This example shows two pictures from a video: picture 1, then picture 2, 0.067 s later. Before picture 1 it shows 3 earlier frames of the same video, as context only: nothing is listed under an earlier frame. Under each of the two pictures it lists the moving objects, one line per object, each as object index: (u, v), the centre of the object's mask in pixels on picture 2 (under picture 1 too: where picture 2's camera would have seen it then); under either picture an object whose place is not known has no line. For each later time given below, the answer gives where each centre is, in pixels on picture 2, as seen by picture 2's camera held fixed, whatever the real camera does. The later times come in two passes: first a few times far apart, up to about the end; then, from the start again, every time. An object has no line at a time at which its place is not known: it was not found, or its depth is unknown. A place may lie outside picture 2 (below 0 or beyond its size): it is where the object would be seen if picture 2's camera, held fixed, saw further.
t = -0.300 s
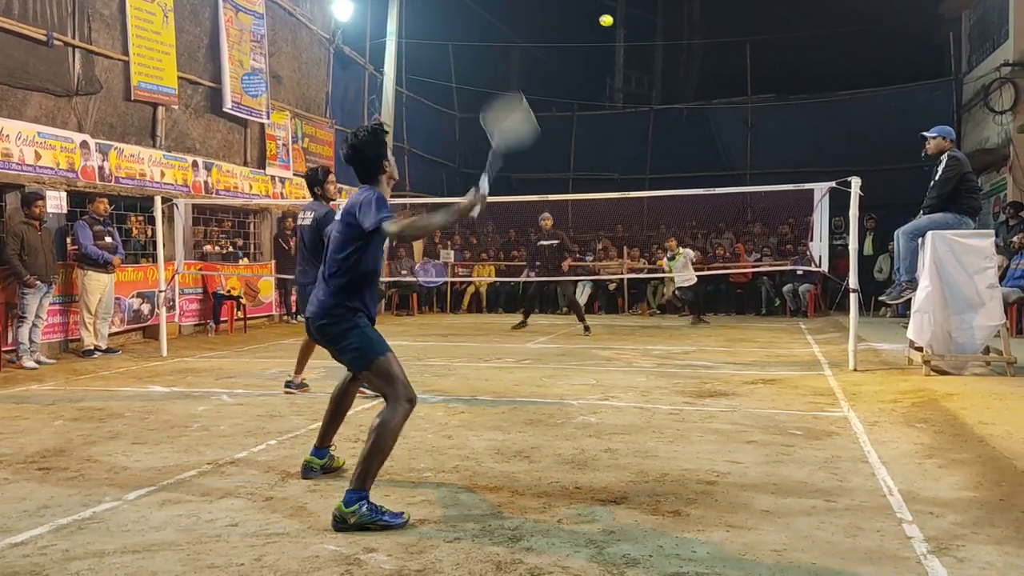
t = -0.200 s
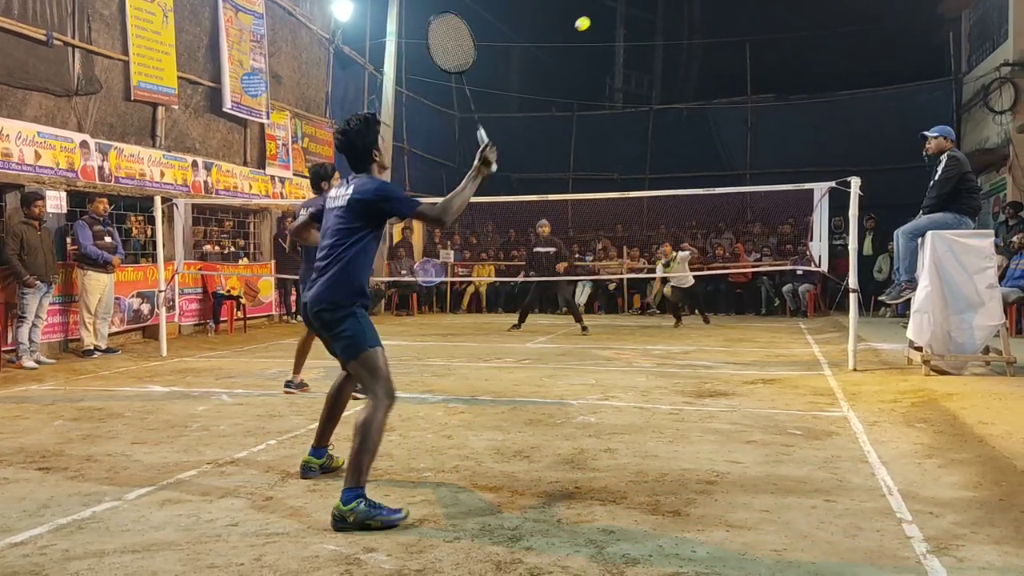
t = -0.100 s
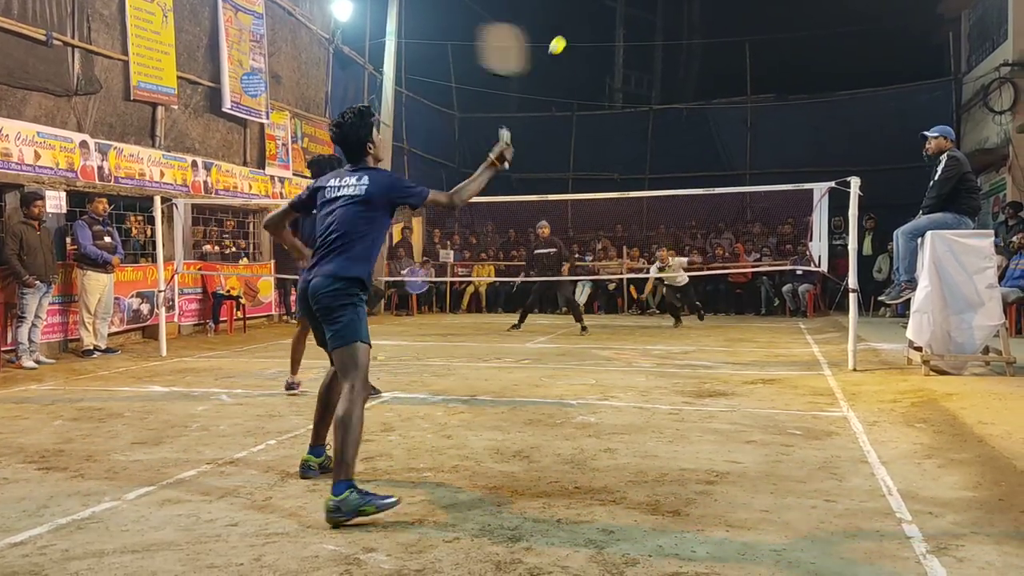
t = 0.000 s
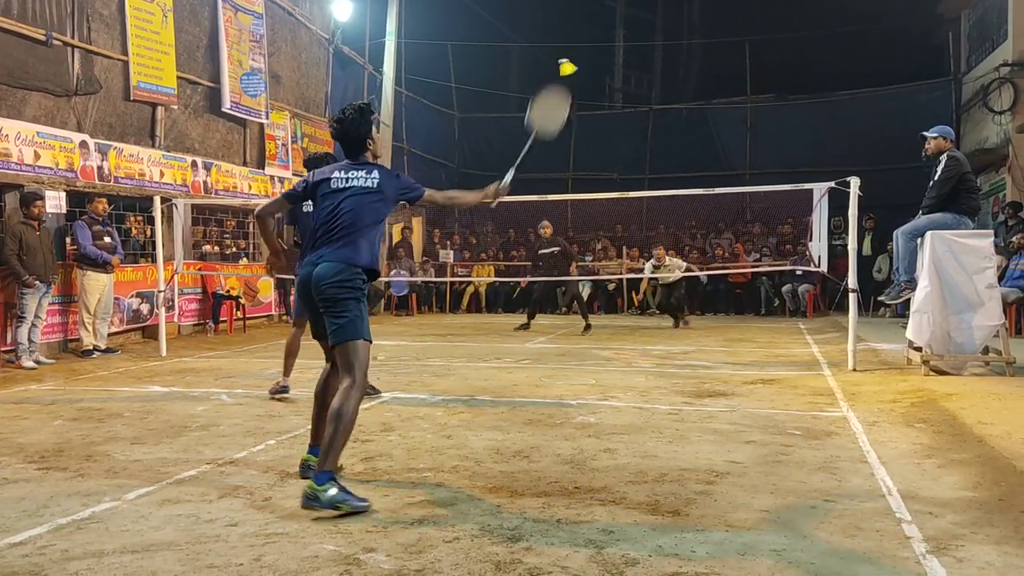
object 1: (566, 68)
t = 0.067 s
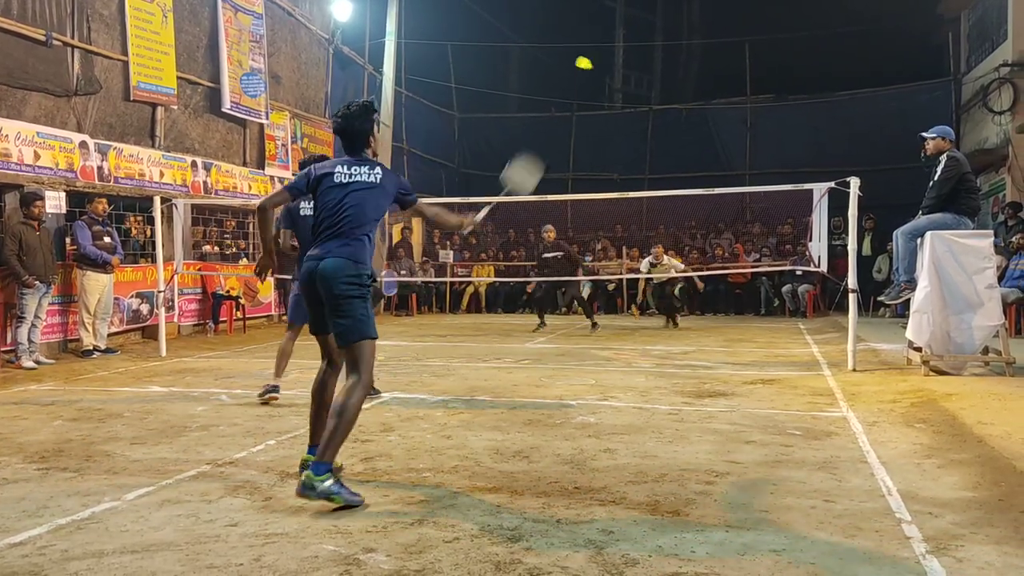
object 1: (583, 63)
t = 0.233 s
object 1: (621, 93)
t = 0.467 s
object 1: (646, 152)
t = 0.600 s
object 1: (657, 199)
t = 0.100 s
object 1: (597, 69)
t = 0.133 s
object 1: (605, 75)
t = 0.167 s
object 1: (610, 80)
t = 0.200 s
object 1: (615, 86)
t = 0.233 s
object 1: (621, 93)
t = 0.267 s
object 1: (626, 99)
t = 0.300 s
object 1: (630, 107)
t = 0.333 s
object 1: (634, 115)
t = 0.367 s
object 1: (637, 124)
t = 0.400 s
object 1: (641, 133)
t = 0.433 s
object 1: (644, 143)
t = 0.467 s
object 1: (646, 152)
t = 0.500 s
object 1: (649, 163)
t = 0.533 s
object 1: (652, 174)
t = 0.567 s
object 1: (654, 184)
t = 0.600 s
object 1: (657, 199)
